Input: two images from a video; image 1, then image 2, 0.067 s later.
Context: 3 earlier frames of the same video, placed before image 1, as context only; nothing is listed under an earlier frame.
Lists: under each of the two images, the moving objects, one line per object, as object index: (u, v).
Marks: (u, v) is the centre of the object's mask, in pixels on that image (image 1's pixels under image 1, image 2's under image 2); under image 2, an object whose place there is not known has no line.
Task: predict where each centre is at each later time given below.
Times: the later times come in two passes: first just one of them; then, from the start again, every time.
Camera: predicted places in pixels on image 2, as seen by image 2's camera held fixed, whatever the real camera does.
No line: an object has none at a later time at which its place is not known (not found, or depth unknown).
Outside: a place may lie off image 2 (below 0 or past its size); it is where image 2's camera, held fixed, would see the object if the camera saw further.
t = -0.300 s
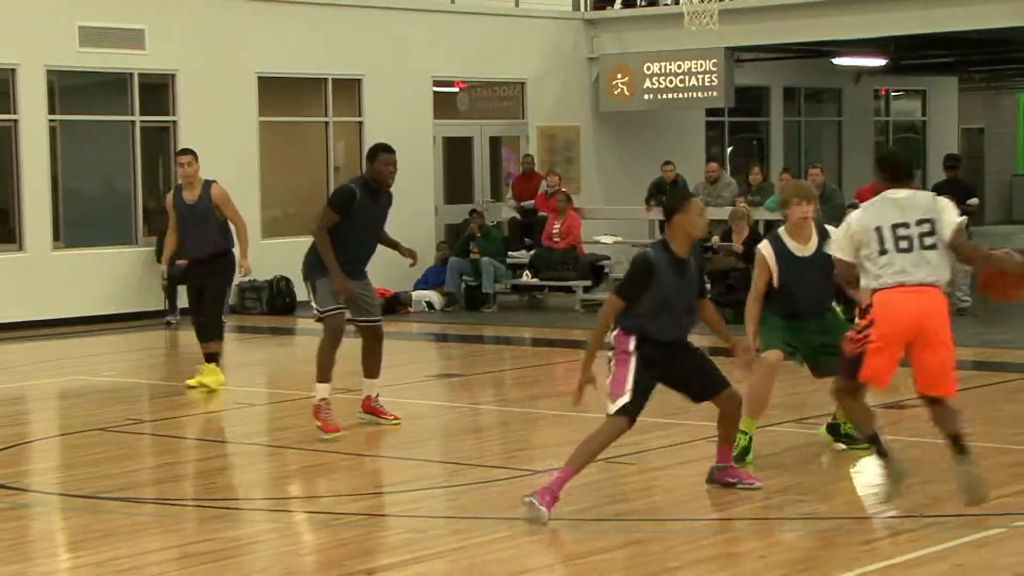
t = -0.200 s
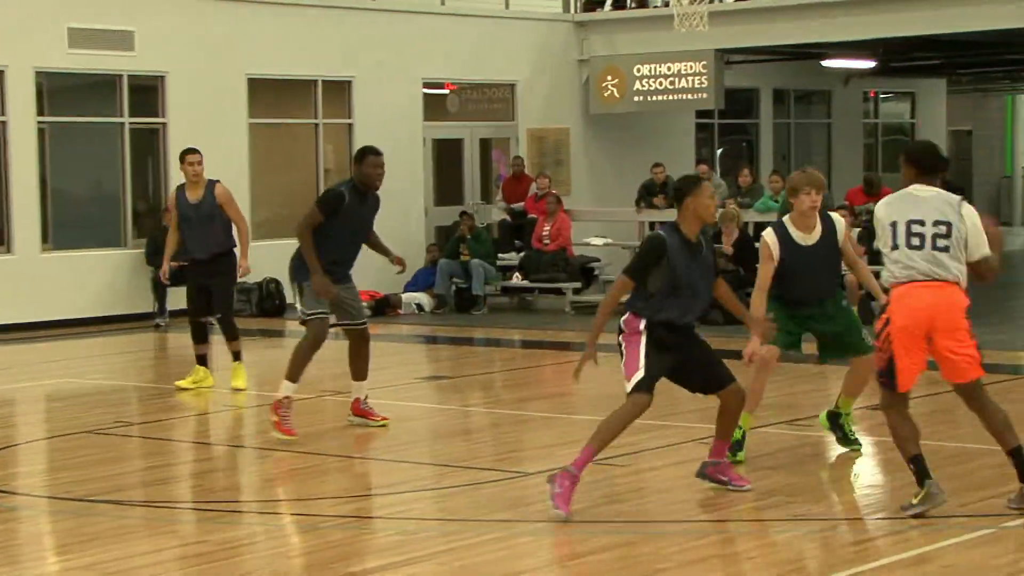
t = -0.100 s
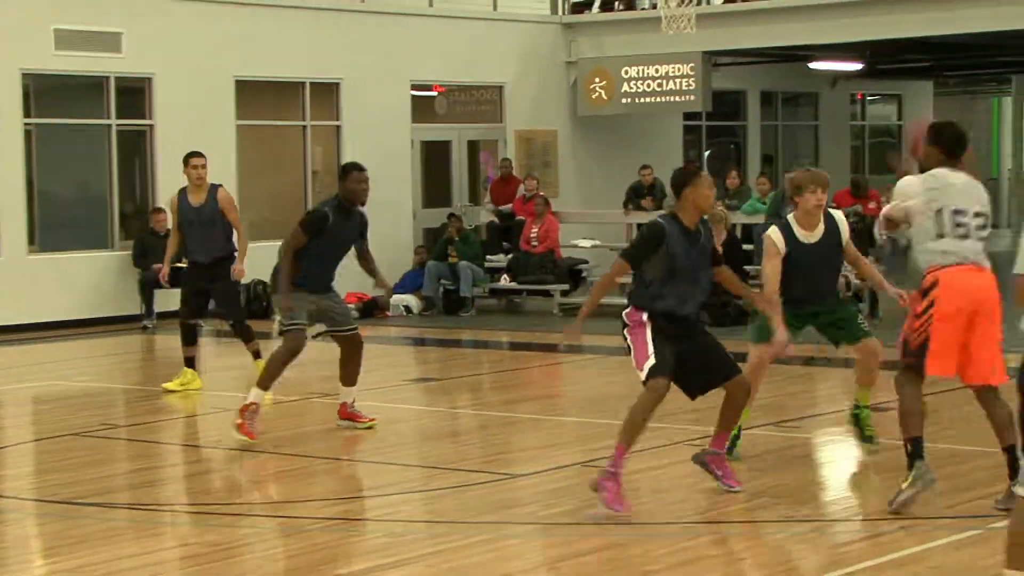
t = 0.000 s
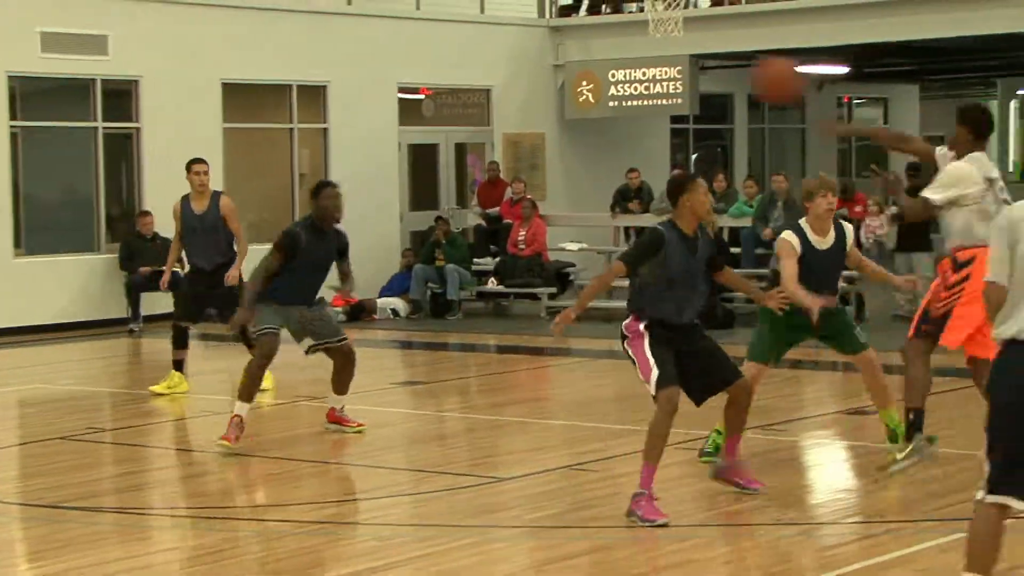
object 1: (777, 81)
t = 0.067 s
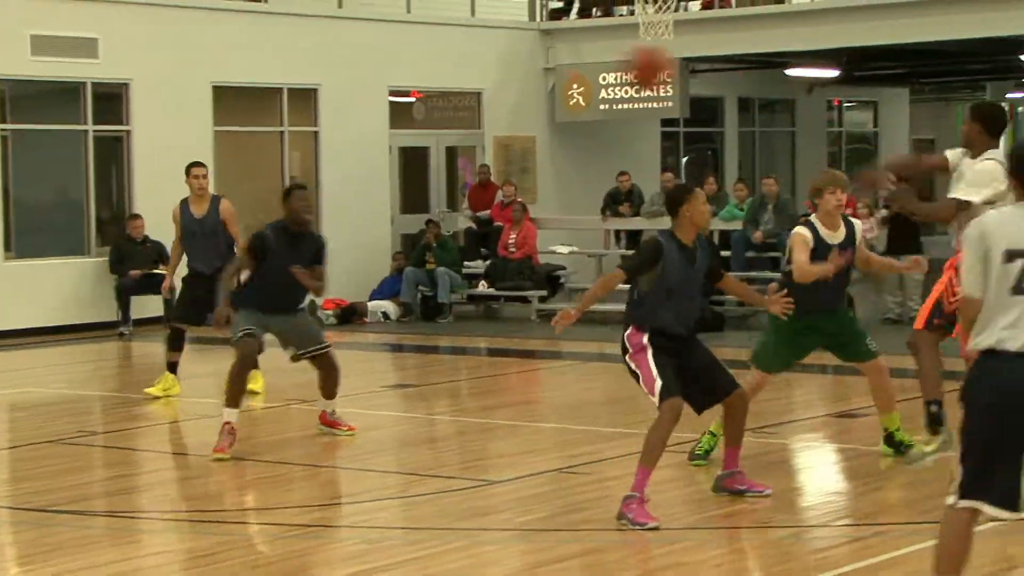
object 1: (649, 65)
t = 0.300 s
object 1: (228, 71)
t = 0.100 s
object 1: (585, 64)
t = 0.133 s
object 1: (529, 60)
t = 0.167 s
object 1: (468, 58)
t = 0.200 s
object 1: (406, 59)
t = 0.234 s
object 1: (346, 63)
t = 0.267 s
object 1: (288, 66)
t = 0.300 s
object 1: (228, 71)
